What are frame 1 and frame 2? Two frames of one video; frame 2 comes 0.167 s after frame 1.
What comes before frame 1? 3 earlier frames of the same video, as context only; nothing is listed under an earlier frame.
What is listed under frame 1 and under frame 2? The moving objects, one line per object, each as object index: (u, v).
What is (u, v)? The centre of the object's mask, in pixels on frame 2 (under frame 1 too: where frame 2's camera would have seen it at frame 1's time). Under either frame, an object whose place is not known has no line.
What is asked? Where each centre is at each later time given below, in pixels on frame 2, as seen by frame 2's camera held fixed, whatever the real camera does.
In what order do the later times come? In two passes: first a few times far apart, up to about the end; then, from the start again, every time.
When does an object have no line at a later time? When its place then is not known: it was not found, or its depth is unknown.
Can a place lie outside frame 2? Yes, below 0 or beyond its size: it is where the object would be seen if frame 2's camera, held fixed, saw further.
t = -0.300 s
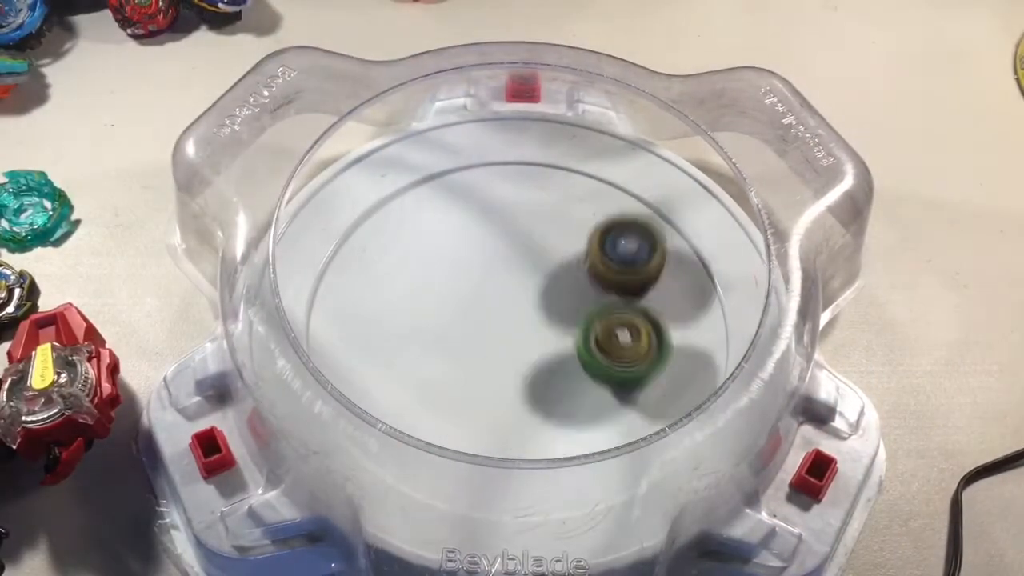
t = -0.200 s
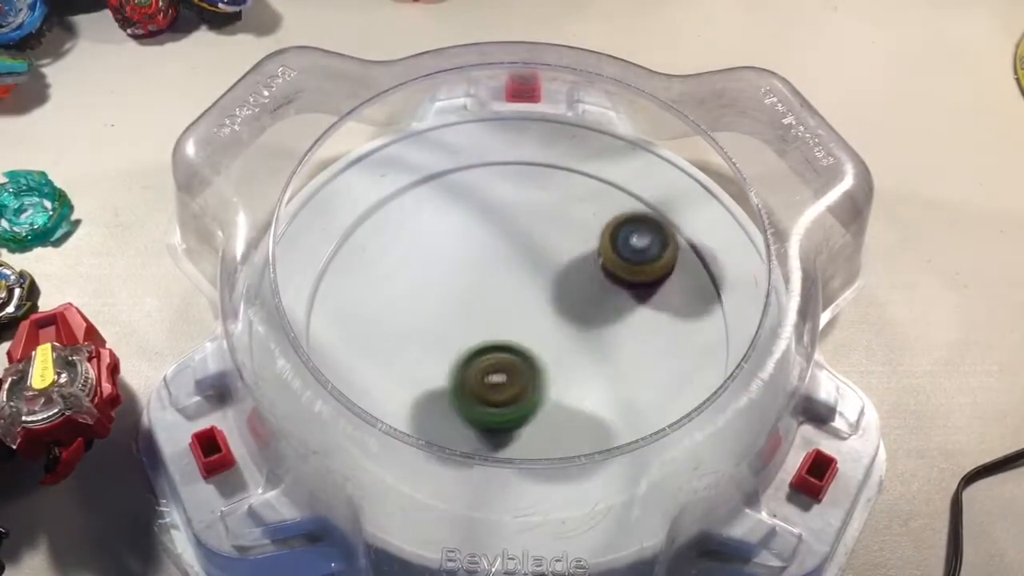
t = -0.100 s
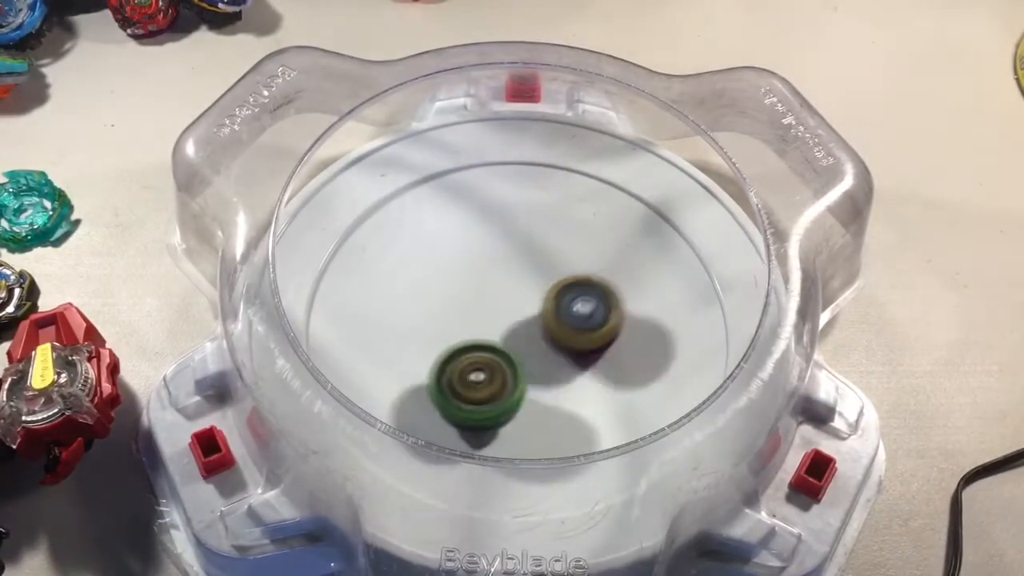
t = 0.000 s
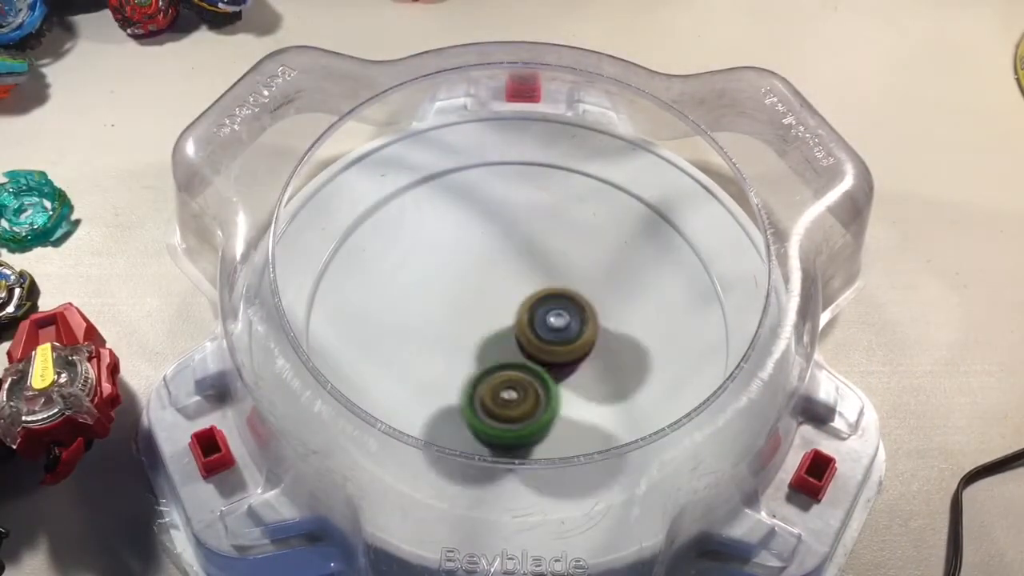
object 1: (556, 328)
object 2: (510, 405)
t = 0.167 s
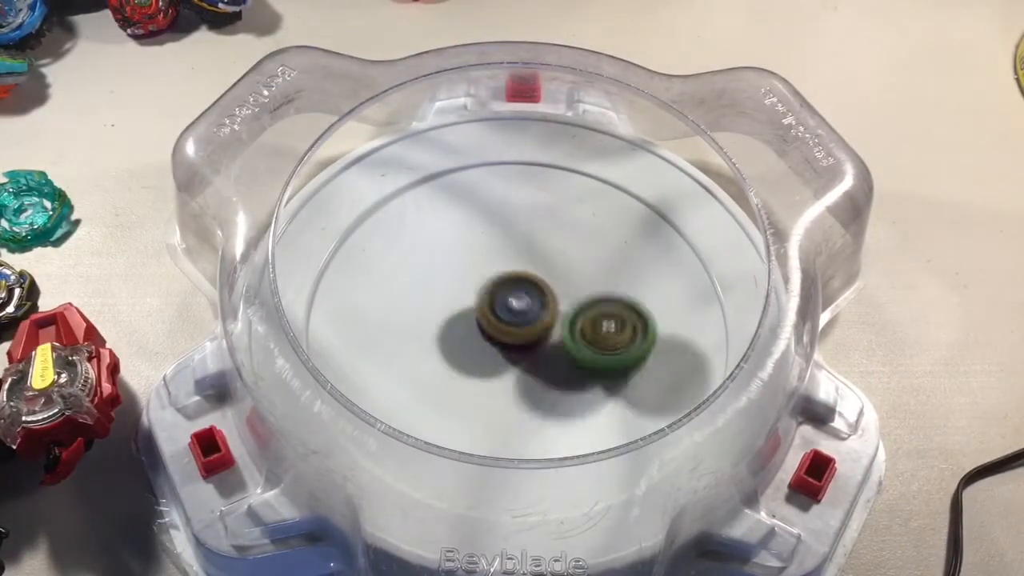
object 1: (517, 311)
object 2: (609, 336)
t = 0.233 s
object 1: (477, 289)
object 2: (597, 284)
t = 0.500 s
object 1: (389, 276)
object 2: (536, 230)
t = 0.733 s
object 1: (487, 285)
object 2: (577, 324)
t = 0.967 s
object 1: (523, 336)
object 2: (584, 272)
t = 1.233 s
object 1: (502, 370)
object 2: (540, 291)
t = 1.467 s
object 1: (507, 338)
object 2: (568, 265)
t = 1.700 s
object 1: (513, 349)
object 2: (565, 251)
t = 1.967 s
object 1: (498, 342)
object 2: (573, 276)
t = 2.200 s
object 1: (488, 332)
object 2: (583, 310)
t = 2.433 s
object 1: (507, 319)
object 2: (598, 346)
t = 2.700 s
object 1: (509, 291)
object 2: (593, 375)
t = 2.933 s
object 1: (548, 280)
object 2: (493, 386)
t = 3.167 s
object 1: (551, 317)
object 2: (456, 362)
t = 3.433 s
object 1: (534, 317)
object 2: (427, 286)
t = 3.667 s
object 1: (550, 333)
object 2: (481, 228)
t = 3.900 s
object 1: (536, 331)
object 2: (524, 228)
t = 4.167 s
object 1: (533, 341)
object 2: (609, 263)
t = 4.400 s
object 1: (512, 323)
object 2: (605, 322)
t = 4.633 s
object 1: (415, 238)
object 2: (615, 379)
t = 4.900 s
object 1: (519, 295)
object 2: (478, 394)
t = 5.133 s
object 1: (565, 365)
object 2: (418, 323)
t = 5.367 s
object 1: (539, 355)
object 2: (455, 257)
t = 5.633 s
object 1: (547, 335)
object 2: (546, 229)
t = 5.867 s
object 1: (526, 334)
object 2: (597, 264)
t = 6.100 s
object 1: (514, 324)
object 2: (609, 341)
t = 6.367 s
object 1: (517, 313)
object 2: (546, 385)
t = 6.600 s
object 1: (548, 311)
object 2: (470, 375)
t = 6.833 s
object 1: (562, 317)
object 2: (460, 303)
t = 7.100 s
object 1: (543, 326)
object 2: (519, 245)
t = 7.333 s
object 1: (528, 336)
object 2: (567, 257)
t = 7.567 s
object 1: (502, 354)
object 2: (598, 302)
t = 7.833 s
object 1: (481, 340)
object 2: (608, 333)
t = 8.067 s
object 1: (497, 303)
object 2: (578, 343)
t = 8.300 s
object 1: (502, 274)
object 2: (537, 355)
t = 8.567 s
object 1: (533, 285)
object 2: (502, 358)
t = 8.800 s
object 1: (565, 298)
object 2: (492, 358)
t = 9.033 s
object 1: (578, 319)
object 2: (475, 328)
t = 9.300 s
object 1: (577, 340)
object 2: (486, 287)
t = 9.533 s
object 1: (551, 344)
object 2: (519, 262)
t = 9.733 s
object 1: (531, 360)
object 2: (545, 257)
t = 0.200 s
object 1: (504, 299)
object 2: (597, 306)
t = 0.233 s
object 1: (477, 289)
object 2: (597, 284)
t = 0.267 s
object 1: (463, 284)
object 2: (581, 266)
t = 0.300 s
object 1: (462, 281)
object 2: (549, 254)
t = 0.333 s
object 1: (397, 291)
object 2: (575, 236)
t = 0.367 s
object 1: (345, 294)
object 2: (589, 227)
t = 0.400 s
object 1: (322, 285)
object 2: (590, 222)
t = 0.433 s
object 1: (335, 289)
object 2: (577, 221)
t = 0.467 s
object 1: (359, 286)
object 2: (558, 223)
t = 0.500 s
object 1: (389, 276)
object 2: (536, 230)
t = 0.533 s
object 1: (421, 265)
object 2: (515, 243)
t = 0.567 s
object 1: (421, 263)
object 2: (526, 254)
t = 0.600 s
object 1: (427, 266)
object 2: (537, 269)
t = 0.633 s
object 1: (439, 269)
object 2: (543, 286)
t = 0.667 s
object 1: (455, 273)
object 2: (551, 300)
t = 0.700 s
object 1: (471, 278)
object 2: (564, 312)
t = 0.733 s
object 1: (487, 285)
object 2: (577, 324)
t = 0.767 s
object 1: (502, 293)
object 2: (592, 332)
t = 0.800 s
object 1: (514, 300)
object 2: (607, 333)
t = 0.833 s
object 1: (522, 307)
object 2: (619, 325)
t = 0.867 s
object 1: (526, 313)
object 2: (623, 310)
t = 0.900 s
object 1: (529, 320)
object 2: (617, 293)
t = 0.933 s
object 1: (529, 326)
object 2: (601, 279)
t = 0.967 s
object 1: (523, 336)
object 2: (584, 272)
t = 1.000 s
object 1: (520, 345)
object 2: (566, 275)
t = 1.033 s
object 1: (513, 354)
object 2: (556, 277)
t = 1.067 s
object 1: (510, 361)
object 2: (545, 284)
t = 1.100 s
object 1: (503, 378)
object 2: (544, 278)
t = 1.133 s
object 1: (502, 381)
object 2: (540, 278)
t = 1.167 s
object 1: (504, 376)
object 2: (534, 285)
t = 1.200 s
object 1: (506, 371)
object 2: (531, 291)
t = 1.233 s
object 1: (502, 370)
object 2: (540, 291)
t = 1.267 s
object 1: (500, 368)
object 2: (551, 288)
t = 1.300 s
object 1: (503, 361)
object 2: (556, 285)
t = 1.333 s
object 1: (509, 354)
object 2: (559, 285)
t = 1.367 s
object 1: (506, 351)
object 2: (568, 280)
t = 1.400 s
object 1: (507, 346)
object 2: (572, 274)
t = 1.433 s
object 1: (512, 340)
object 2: (567, 271)
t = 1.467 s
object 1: (507, 338)
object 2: (568, 265)
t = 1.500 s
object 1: (503, 339)
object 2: (570, 259)
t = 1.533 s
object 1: (505, 337)
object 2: (566, 256)
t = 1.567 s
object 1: (511, 333)
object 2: (559, 257)
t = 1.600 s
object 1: (507, 338)
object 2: (560, 253)
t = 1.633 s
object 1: (502, 347)
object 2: (565, 246)
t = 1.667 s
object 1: (506, 351)
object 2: (566, 247)
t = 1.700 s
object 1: (513, 349)
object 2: (565, 251)
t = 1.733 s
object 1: (521, 345)
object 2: (567, 258)
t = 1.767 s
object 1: (523, 342)
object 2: (570, 264)
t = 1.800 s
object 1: (511, 352)
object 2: (581, 255)
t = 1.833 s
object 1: (506, 354)
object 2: (585, 251)
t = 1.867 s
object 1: (502, 352)
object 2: (587, 252)
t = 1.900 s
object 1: (499, 349)
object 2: (585, 257)
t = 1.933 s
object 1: (498, 345)
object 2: (580, 265)
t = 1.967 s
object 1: (498, 342)
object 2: (573, 276)
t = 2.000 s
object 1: (490, 344)
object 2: (572, 286)
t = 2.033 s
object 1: (466, 355)
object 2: (589, 282)
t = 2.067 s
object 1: (460, 359)
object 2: (597, 282)
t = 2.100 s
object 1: (465, 356)
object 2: (599, 286)
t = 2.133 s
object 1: (473, 349)
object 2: (597, 292)
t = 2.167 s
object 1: (481, 340)
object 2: (591, 301)
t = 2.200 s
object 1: (488, 332)
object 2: (583, 310)
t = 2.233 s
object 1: (482, 324)
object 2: (588, 320)
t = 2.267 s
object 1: (481, 321)
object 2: (595, 327)
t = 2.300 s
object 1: (485, 319)
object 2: (601, 331)
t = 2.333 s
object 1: (493, 319)
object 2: (603, 334)
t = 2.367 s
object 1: (504, 319)
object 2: (600, 338)
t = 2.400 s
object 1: (506, 318)
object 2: (601, 340)
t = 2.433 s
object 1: (507, 319)
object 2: (598, 346)
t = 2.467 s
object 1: (507, 319)
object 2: (594, 351)
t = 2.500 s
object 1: (502, 313)
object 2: (596, 361)
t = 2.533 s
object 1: (502, 311)
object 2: (601, 368)
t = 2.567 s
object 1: (506, 311)
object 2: (606, 372)
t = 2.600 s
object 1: (511, 312)
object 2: (610, 370)
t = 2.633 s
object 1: (516, 313)
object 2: (607, 363)
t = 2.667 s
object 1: (520, 312)
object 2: (596, 361)
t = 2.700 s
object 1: (509, 291)
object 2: (593, 375)
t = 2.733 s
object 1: (507, 275)
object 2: (584, 386)
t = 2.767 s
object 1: (513, 262)
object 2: (569, 392)
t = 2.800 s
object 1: (523, 253)
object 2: (555, 391)
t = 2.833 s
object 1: (535, 251)
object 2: (543, 388)
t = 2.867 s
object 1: (544, 258)
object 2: (527, 387)
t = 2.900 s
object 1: (547, 268)
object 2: (510, 387)
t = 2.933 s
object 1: (548, 280)
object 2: (493, 386)
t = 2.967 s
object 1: (547, 290)
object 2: (481, 382)
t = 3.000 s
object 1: (544, 300)
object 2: (475, 379)
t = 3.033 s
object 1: (541, 309)
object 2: (471, 377)
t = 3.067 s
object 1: (539, 316)
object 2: (471, 374)
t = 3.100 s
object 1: (540, 320)
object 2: (472, 370)
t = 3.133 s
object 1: (547, 318)
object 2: (465, 369)
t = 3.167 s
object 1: (551, 317)
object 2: (456, 362)
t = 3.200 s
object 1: (552, 315)
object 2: (446, 353)
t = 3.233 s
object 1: (551, 315)
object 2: (436, 342)
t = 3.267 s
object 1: (548, 316)
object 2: (428, 332)
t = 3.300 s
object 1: (543, 316)
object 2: (421, 323)
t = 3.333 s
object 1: (540, 316)
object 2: (418, 314)
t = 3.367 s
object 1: (537, 316)
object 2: (417, 304)
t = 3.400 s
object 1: (535, 317)
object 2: (421, 295)
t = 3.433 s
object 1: (534, 317)
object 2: (427, 286)
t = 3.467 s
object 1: (533, 316)
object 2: (438, 278)
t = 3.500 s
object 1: (535, 318)
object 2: (451, 273)
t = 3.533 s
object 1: (545, 323)
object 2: (454, 263)
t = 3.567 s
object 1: (551, 327)
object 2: (460, 254)
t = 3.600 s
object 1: (552, 330)
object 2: (468, 245)
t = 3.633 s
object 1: (551, 332)
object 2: (476, 234)
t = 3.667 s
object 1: (550, 333)
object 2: (481, 228)
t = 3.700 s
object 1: (549, 333)
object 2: (484, 223)
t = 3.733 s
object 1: (546, 333)
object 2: (486, 220)
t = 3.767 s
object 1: (544, 333)
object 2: (487, 218)
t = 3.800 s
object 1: (542, 333)
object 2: (490, 220)
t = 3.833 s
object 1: (540, 332)
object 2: (500, 223)
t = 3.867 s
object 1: (538, 331)
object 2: (511, 225)
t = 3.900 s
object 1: (536, 331)
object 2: (524, 228)
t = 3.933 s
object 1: (536, 330)
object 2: (537, 233)
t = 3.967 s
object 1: (535, 330)
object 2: (549, 240)
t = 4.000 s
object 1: (535, 329)
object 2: (561, 247)
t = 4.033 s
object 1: (534, 332)
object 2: (573, 252)
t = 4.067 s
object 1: (531, 339)
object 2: (586, 249)
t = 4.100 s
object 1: (531, 343)
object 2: (595, 251)
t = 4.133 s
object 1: (532, 343)
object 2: (603, 256)
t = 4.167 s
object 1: (533, 341)
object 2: (609, 263)
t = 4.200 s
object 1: (533, 338)
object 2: (613, 272)
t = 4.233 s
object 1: (533, 335)
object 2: (613, 281)
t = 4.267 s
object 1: (533, 333)
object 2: (612, 291)
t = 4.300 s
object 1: (520, 332)
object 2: (620, 298)
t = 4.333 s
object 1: (513, 329)
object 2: (621, 305)
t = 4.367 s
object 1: (512, 326)
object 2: (616, 313)
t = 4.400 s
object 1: (512, 323)
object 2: (605, 322)
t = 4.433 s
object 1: (461, 308)
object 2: (637, 335)
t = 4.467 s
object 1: (426, 288)
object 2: (653, 345)
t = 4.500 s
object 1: (406, 271)
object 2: (657, 352)
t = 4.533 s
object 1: (398, 258)
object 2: (652, 359)
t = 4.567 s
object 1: (398, 247)
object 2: (642, 366)
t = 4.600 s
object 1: (405, 240)
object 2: (629, 373)
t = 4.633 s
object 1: (415, 238)
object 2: (615, 379)
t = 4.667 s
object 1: (427, 239)
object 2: (597, 385)
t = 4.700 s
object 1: (440, 242)
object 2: (580, 389)
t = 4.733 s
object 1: (453, 247)
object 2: (561, 394)
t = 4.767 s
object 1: (467, 255)
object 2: (542, 397)
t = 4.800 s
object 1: (481, 264)
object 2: (524, 400)
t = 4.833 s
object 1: (494, 275)
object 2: (507, 401)
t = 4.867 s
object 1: (507, 285)
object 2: (492, 399)
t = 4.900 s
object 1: (519, 295)
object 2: (478, 394)
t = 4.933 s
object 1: (528, 304)
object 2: (465, 387)
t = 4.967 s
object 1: (538, 314)
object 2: (453, 377)
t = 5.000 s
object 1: (546, 325)
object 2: (444, 366)
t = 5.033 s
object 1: (554, 337)
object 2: (436, 356)
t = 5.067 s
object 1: (560, 347)
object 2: (430, 344)
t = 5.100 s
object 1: (564, 357)
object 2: (423, 333)
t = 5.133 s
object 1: (565, 365)
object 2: (418, 323)
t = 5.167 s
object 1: (564, 370)
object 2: (417, 315)
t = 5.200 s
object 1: (561, 372)
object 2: (417, 306)
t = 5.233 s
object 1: (556, 371)
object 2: (421, 296)
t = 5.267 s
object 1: (550, 369)
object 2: (427, 286)
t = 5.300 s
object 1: (545, 365)
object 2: (436, 275)
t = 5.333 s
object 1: (542, 360)
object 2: (445, 266)
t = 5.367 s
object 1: (539, 355)
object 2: (455, 257)
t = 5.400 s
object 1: (538, 349)
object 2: (465, 250)
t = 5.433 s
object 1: (537, 342)
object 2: (476, 244)
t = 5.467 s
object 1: (538, 338)
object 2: (488, 240)
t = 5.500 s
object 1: (540, 333)
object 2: (501, 238)
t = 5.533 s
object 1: (542, 328)
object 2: (514, 237)
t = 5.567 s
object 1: (544, 325)
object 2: (527, 238)
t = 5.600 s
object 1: (546, 329)
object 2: (539, 235)
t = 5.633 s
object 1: (547, 335)
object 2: (546, 229)
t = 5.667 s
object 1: (547, 336)
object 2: (553, 229)
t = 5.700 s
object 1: (547, 334)
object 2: (560, 234)
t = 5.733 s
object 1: (545, 332)
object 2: (568, 241)
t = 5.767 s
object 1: (543, 329)
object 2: (577, 250)
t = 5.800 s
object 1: (536, 332)
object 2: (586, 253)
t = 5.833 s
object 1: (530, 334)
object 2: (593, 255)
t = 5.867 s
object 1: (526, 334)
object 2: (597, 264)
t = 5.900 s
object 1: (523, 331)
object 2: (601, 275)
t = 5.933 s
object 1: (521, 329)
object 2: (603, 287)
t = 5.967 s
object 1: (518, 327)
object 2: (607, 300)
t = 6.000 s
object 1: (514, 326)
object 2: (611, 310)
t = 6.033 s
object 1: (513, 325)
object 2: (613, 321)
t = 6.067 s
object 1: (513, 324)
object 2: (613, 331)
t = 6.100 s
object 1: (514, 324)
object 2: (609, 341)
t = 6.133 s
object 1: (515, 323)
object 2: (602, 350)
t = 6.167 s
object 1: (508, 318)
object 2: (602, 360)
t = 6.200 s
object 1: (503, 315)
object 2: (599, 368)
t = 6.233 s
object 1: (503, 314)
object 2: (592, 375)
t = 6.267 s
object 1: (506, 314)
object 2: (583, 381)
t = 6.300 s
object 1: (510, 314)
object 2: (573, 385)
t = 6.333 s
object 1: (514, 314)
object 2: (559, 386)
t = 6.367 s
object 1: (517, 313)
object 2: (546, 385)
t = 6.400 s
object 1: (523, 308)
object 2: (531, 393)
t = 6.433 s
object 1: (528, 303)
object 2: (519, 398)
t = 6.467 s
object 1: (532, 303)
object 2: (508, 398)
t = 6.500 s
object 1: (537, 304)
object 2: (496, 396)
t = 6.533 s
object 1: (541, 307)
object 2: (486, 391)
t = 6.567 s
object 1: (545, 309)
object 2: (478, 383)
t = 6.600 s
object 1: (548, 311)
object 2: (470, 375)
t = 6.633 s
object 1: (549, 314)
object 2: (464, 365)
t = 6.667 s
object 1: (550, 316)
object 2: (461, 354)
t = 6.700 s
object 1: (551, 318)
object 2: (460, 342)
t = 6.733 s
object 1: (550, 319)
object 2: (461, 330)
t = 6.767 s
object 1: (558, 316)
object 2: (456, 321)
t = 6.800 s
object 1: (562, 317)
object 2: (457, 312)
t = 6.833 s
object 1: (562, 317)
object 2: (460, 303)
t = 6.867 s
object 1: (560, 319)
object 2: (465, 292)
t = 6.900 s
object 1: (557, 321)
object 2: (472, 281)
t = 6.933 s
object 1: (555, 323)
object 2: (480, 271)
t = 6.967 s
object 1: (555, 325)
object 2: (484, 262)
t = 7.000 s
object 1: (553, 326)
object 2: (492, 255)
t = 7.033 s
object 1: (550, 326)
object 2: (501, 250)
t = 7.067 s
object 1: (546, 326)
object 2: (509, 247)
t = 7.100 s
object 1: (543, 326)
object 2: (519, 245)
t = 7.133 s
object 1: (542, 334)
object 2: (525, 237)
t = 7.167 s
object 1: (540, 337)
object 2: (533, 234)
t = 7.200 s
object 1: (538, 338)
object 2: (542, 234)
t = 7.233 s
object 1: (535, 338)
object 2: (550, 236)
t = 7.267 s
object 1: (531, 338)
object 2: (557, 240)
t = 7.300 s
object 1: (529, 338)
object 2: (562, 248)
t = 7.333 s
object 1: (528, 336)
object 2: (567, 257)
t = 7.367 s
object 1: (521, 341)
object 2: (575, 263)
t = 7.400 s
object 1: (514, 348)
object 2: (580, 267)
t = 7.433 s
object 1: (512, 349)
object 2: (583, 273)
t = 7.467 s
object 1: (512, 349)
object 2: (585, 282)
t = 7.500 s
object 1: (513, 348)
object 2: (586, 294)
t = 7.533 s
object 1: (505, 352)
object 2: (595, 298)
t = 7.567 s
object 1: (502, 354)
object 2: (598, 302)
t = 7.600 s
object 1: (500, 354)
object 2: (596, 309)
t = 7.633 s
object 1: (500, 353)
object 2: (592, 318)
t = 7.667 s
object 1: (499, 352)
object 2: (589, 326)
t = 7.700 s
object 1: (490, 353)
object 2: (596, 328)
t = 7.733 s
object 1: (491, 350)
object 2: (595, 329)
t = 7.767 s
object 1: (495, 346)
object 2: (588, 333)
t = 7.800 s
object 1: (483, 343)
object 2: (602, 334)
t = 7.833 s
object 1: (481, 340)
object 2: (608, 333)
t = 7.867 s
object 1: (484, 335)
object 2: (605, 333)
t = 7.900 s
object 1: (489, 330)
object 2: (599, 335)
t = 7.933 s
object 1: (496, 326)
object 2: (591, 336)
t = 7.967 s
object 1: (497, 319)
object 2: (586, 340)
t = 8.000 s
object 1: (494, 313)
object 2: (587, 342)
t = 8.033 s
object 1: (494, 307)
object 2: (584, 342)
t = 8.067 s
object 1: (497, 303)
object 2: (578, 343)
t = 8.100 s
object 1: (498, 298)
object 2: (575, 347)
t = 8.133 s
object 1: (496, 292)
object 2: (575, 348)
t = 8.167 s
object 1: (498, 288)
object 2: (568, 348)
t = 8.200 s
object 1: (499, 285)
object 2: (559, 349)
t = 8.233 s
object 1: (501, 282)
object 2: (549, 349)
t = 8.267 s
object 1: (501, 278)
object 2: (541, 353)
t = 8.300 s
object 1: (502, 274)
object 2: (537, 355)
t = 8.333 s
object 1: (505, 275)
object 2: (531, 354)
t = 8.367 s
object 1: (510, 275)
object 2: (523, 352)
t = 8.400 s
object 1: (514, 276)
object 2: (516, 352)
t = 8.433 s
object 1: (517, 277)
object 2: (512, 354)
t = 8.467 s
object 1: (522, 279)
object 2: (509, 353)
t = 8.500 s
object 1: (525, 281)
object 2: (506, 354)
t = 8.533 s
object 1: (529, 283)
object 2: (504, 356)
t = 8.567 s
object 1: (533, 285)
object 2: (502, 358)
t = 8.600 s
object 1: (537, 288)
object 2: (502, 360)
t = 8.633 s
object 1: (541, 292)
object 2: (502, 358)
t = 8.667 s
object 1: (550, 289)
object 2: (496, 364)
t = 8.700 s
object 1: (556, 288)
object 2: (495, 369)
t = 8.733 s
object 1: (560, 291)
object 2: (494, 367)
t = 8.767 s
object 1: (563, 294)
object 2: (492, 363)
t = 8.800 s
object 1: (565, 298)
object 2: (492, 358)
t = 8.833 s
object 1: (566, 302)
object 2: (492, 351)
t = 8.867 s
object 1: (568, 306)
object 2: (491, 345)
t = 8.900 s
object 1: (575, 306)
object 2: (482, 345)
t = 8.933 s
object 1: (576, 309)
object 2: (481, 342)
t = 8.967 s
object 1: (575, 313)
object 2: (482, 337)
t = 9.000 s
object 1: (573, 317)
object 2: (482, 332)
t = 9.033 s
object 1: (578, 319)
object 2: (475, 328)
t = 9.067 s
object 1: (577, 322)
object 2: (477, 325)
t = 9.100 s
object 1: (574, 326)
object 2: (482, 320)
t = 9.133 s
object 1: (577, 328)
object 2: (480, 314)
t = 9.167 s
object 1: (577, 331)
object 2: (481, 310)
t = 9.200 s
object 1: (574, 334)
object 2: (486, 305)
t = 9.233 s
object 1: (582, 337)
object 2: (481, 297)
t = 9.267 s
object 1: (581, 339)
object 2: (481, 292)
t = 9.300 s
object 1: (577, 340)
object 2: (486, 287)
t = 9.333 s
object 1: (572, 341)
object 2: (492, 282)
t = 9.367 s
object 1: (566, 341)
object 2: (499, 279)
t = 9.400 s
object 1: (564, 343)
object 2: (503, 273)
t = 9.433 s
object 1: (563, 344)
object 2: (505, 267)
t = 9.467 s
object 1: (558, 344)
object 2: (509, 266)
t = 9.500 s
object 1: (554, 344)
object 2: (515, 264)
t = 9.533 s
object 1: (551, 344)
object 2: (519, 262)
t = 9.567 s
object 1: (547, 344)
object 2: (523, 263)
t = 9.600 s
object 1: (545, 346)
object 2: (527, 259)
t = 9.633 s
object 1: (542, 348)
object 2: (530, 259)
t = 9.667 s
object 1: (538, 348)
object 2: (535, 263)
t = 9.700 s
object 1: (534, 349)
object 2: (540, 265)
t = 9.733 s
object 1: (531, 360)
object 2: (545, 257)
